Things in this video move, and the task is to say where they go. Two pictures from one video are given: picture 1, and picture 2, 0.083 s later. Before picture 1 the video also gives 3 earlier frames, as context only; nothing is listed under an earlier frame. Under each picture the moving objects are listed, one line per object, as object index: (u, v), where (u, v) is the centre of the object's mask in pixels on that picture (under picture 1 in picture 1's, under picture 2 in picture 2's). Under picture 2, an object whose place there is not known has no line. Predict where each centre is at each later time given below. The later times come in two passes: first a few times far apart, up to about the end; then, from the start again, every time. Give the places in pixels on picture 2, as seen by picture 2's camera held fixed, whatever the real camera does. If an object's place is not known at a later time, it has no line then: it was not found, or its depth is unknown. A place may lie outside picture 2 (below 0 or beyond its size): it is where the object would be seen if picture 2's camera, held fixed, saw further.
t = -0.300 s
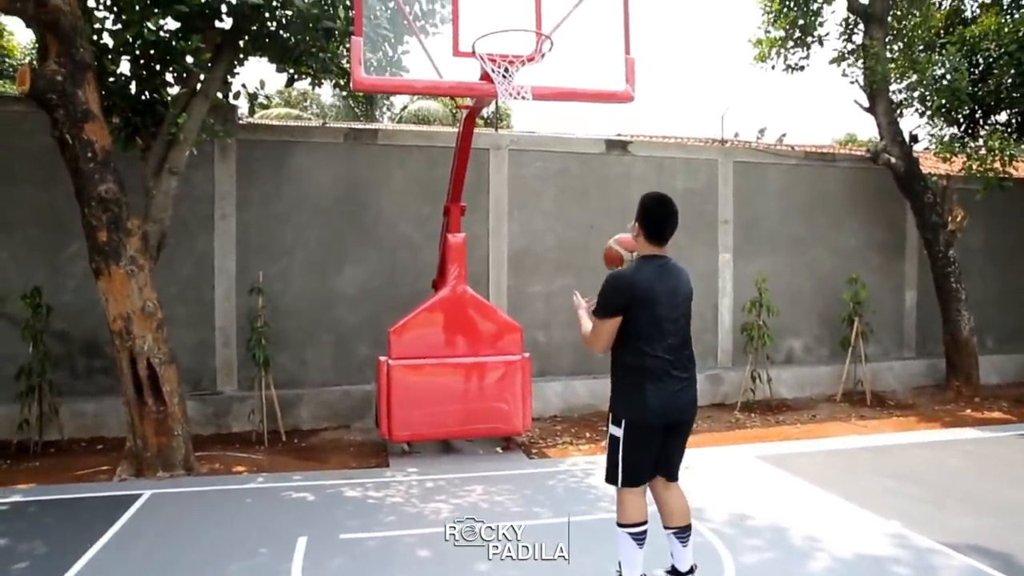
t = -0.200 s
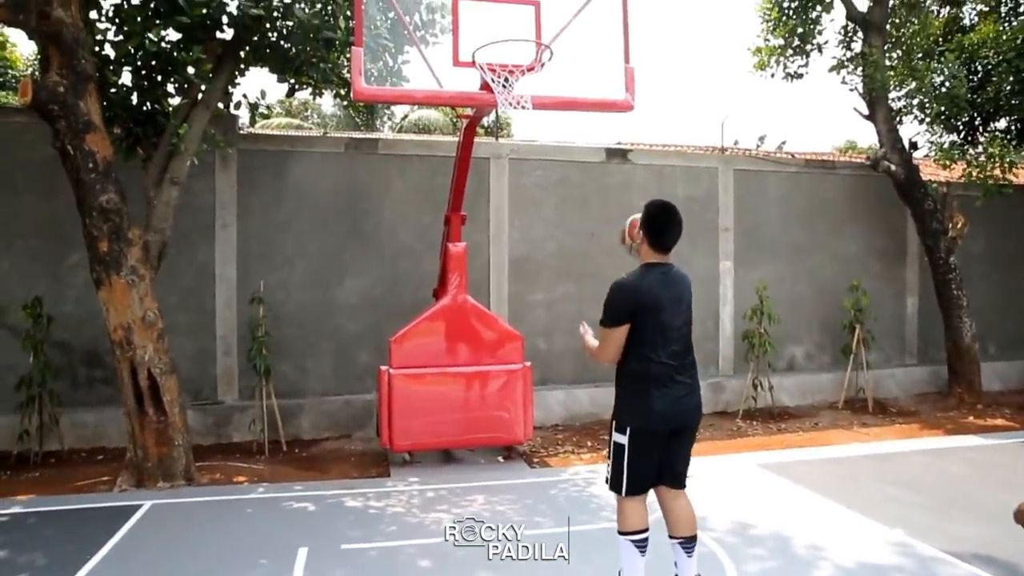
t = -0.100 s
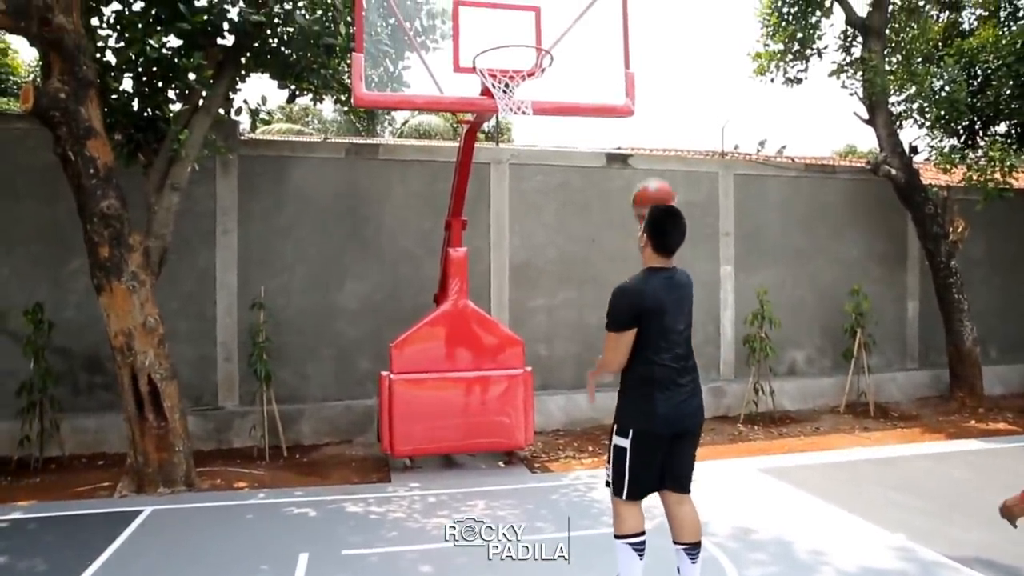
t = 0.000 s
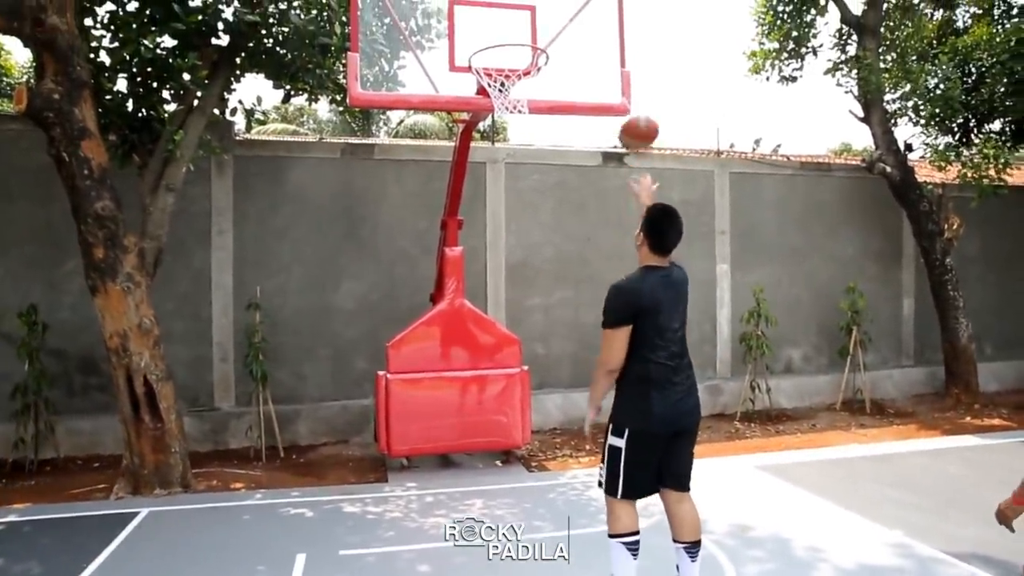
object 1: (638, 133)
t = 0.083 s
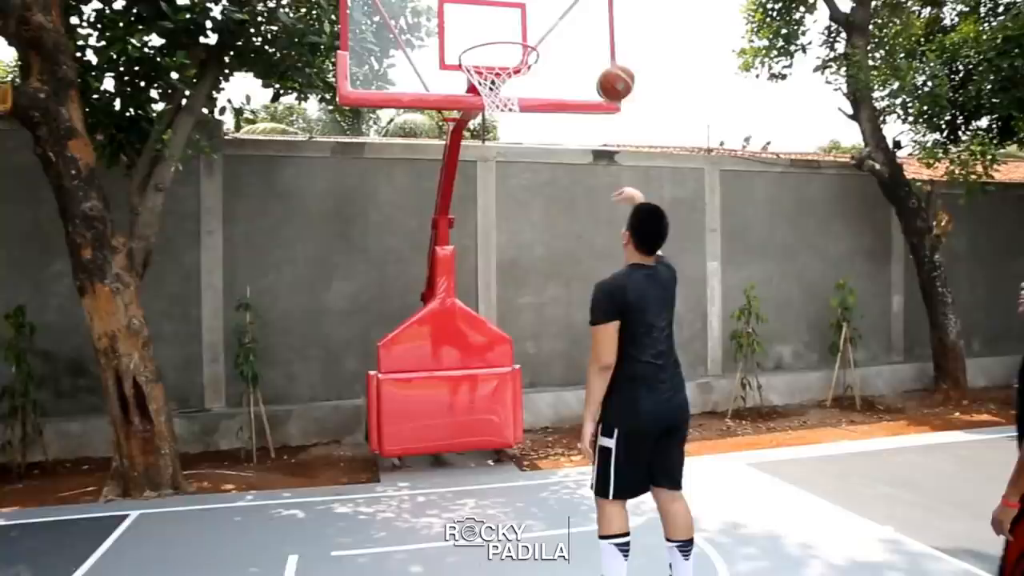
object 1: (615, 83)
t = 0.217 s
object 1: (596, 39)
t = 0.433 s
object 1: (594, 21)
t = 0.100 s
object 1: (613, 76)
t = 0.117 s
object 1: (610, 69)
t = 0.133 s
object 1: (608, 63)
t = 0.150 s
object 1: (605, 57)
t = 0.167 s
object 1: (603, 52)
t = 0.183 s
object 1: (601, 47)
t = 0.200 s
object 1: (598, 44)
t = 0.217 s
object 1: (596, 39)
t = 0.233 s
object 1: (594, 36)
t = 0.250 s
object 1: (591, 33)
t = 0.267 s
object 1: (589, 31)
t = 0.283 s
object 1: (587, 29)
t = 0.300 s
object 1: (585, 27)
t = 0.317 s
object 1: (584, 26)
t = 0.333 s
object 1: (585, 25)
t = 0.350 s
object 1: (586, 23)
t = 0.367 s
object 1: (588, 22)
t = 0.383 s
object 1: (589, 21)
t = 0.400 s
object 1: (591, 21)
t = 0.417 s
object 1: (593, 20)
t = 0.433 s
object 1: (594, 21)
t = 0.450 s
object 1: (596, 21)
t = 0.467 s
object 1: (598, 23)
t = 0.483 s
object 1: (600, 24)
